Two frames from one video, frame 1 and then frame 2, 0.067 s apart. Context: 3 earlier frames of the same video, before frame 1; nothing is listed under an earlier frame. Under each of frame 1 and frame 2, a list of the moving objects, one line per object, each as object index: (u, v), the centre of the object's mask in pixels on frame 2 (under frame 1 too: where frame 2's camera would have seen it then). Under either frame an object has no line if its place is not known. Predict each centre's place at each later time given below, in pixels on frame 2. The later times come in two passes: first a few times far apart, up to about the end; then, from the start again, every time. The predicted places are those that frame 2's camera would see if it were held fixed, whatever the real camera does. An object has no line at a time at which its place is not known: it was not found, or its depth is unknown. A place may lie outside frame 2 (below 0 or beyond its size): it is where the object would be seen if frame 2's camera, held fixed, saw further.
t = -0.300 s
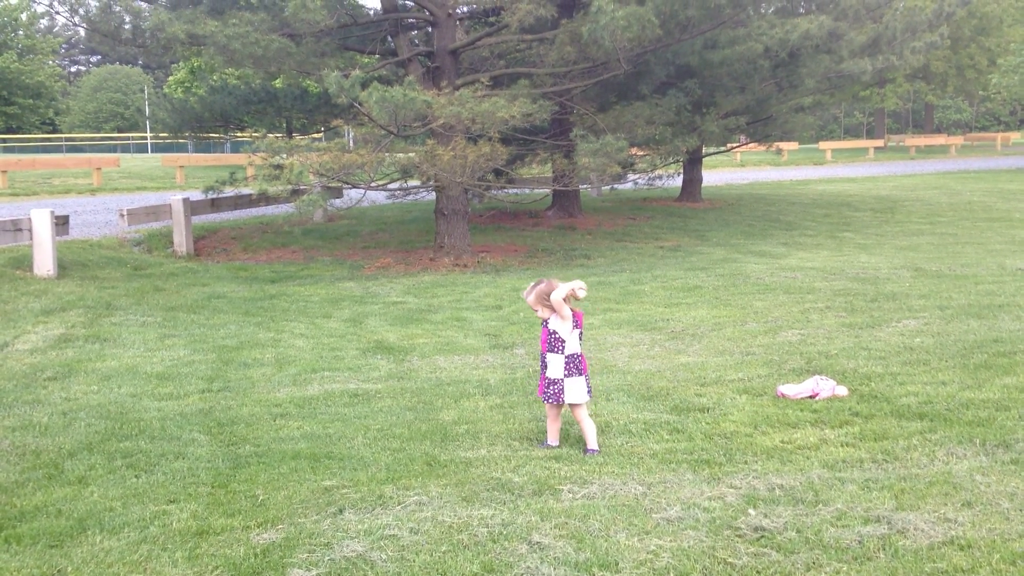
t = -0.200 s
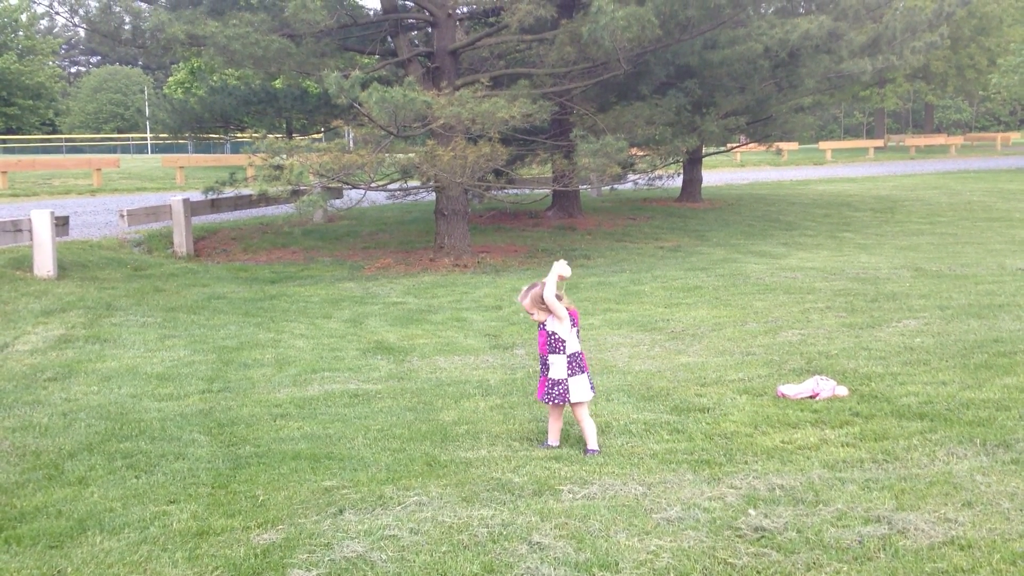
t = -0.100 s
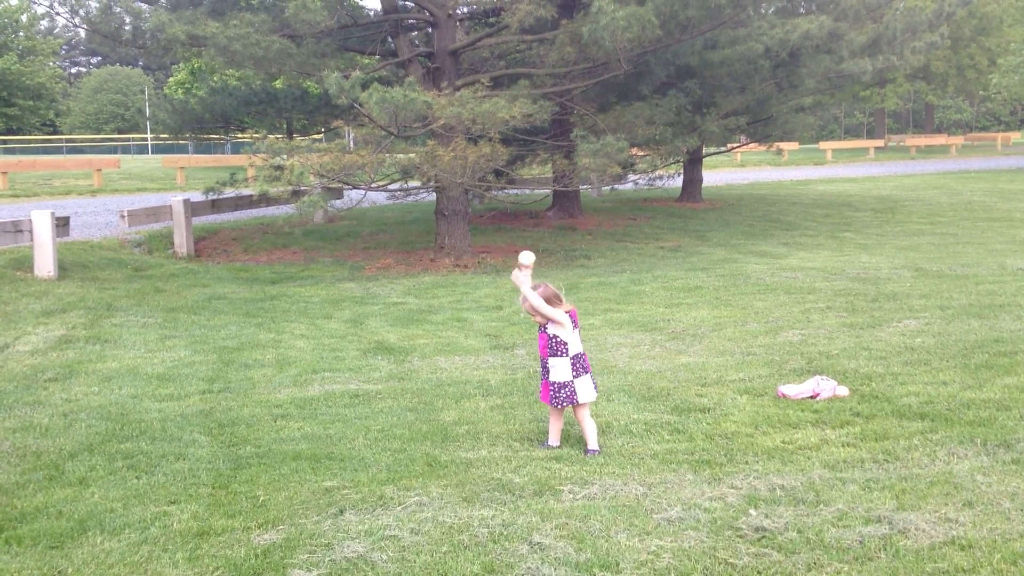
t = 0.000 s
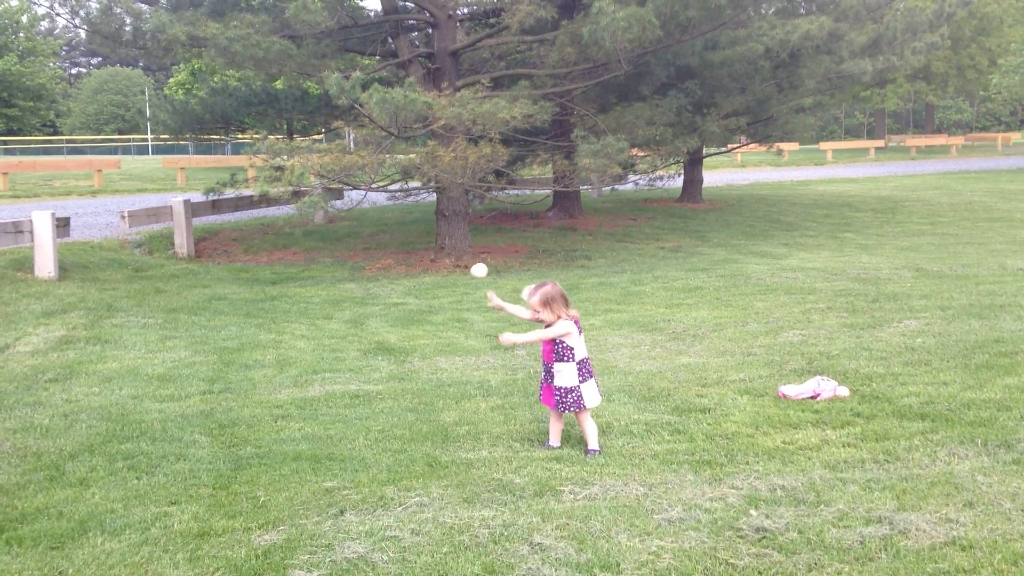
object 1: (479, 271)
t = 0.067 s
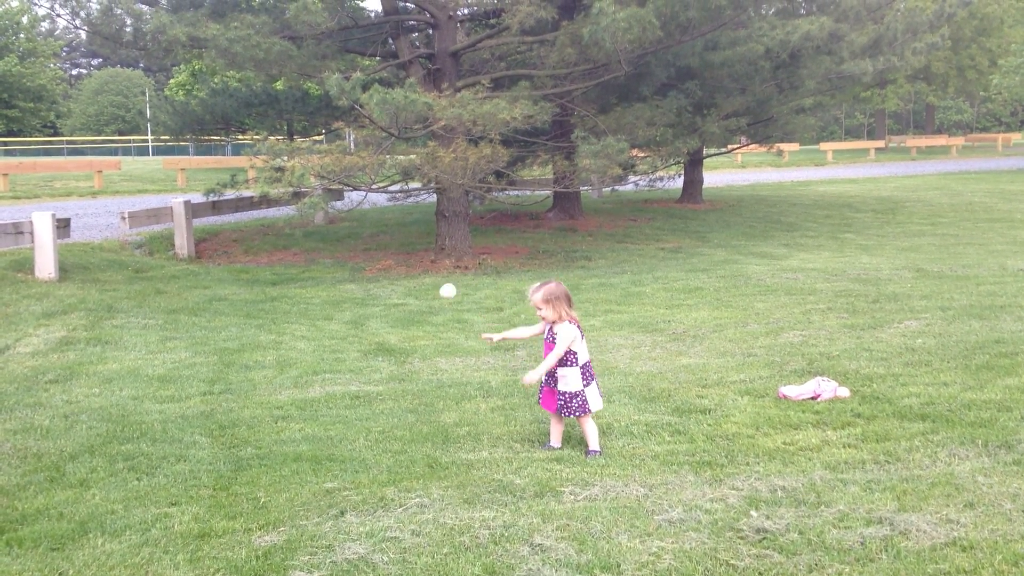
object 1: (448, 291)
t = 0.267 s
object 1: (356, 402)
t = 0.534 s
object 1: (281, 426)
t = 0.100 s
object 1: (432, 304)
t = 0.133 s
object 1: (417, 319)
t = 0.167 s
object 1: (401, 337)
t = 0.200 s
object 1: (386, 356)
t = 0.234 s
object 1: (372, 378)
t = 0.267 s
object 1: (356, 402)
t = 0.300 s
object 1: (342, 428)
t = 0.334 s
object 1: (328, 446)
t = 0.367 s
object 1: (319, 440)
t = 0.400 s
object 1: (311, 434)
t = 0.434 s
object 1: (303, 428)
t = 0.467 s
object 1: (296, 425)
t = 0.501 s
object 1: (288, 425)
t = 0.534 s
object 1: (281, 426)
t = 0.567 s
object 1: (274, 431)
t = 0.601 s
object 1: (267, 436)
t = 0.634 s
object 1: (260, 440)
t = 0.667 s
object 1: (254, 441)
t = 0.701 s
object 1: (251, 439)
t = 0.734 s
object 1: (251, 438)
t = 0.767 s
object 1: (250, 437)
